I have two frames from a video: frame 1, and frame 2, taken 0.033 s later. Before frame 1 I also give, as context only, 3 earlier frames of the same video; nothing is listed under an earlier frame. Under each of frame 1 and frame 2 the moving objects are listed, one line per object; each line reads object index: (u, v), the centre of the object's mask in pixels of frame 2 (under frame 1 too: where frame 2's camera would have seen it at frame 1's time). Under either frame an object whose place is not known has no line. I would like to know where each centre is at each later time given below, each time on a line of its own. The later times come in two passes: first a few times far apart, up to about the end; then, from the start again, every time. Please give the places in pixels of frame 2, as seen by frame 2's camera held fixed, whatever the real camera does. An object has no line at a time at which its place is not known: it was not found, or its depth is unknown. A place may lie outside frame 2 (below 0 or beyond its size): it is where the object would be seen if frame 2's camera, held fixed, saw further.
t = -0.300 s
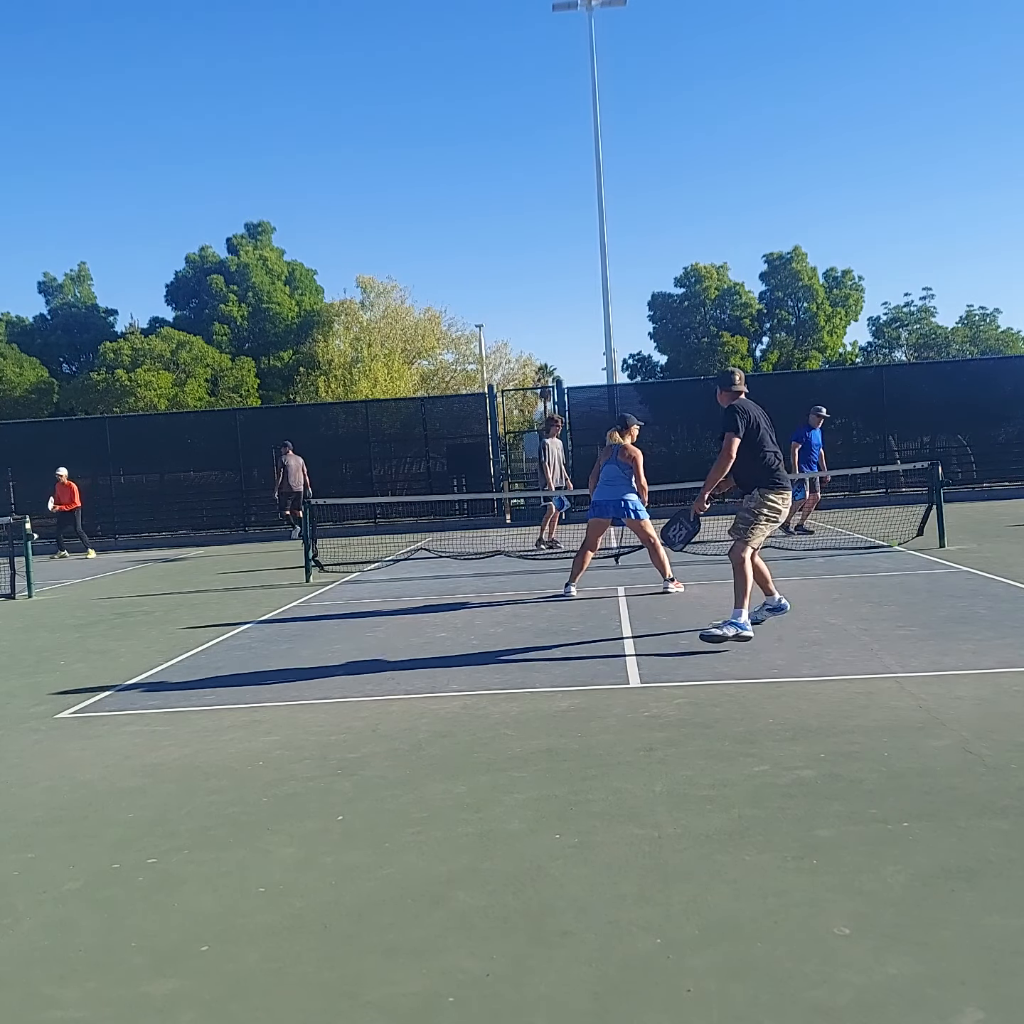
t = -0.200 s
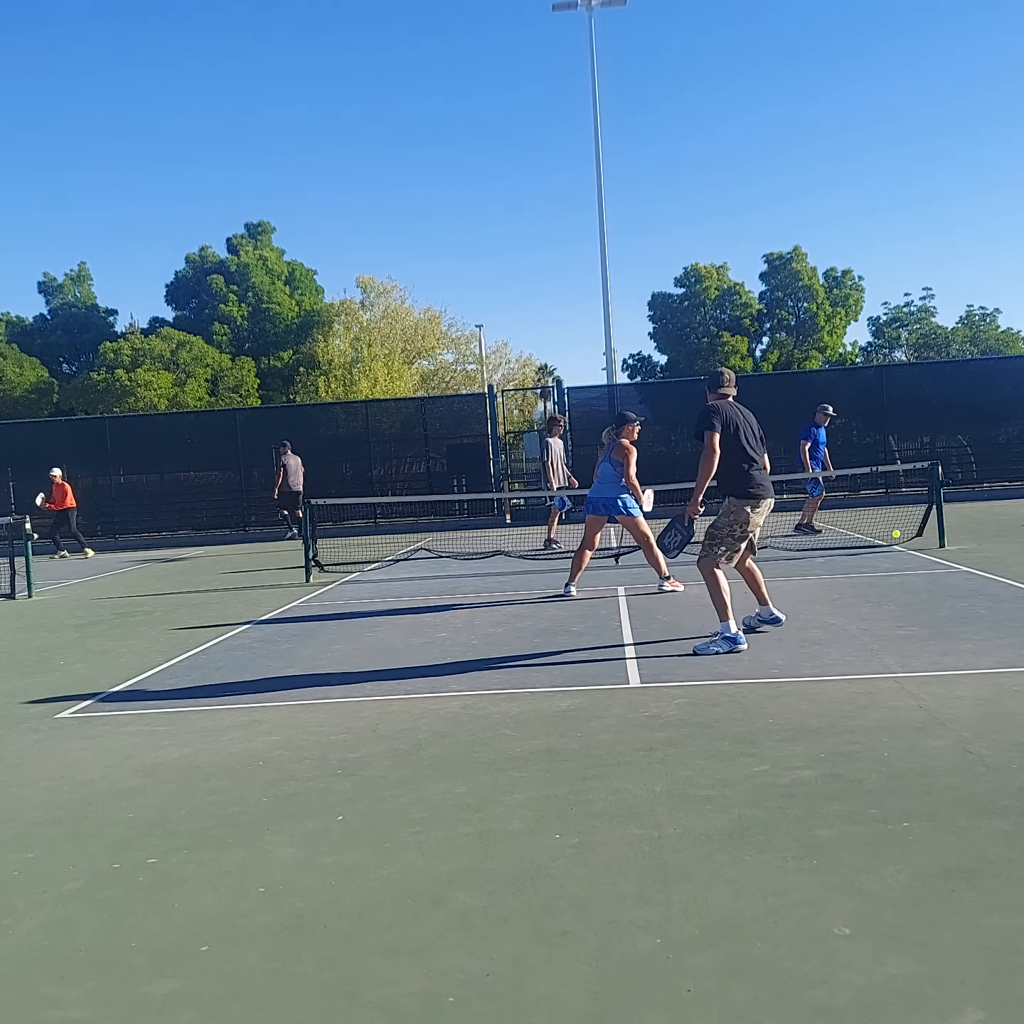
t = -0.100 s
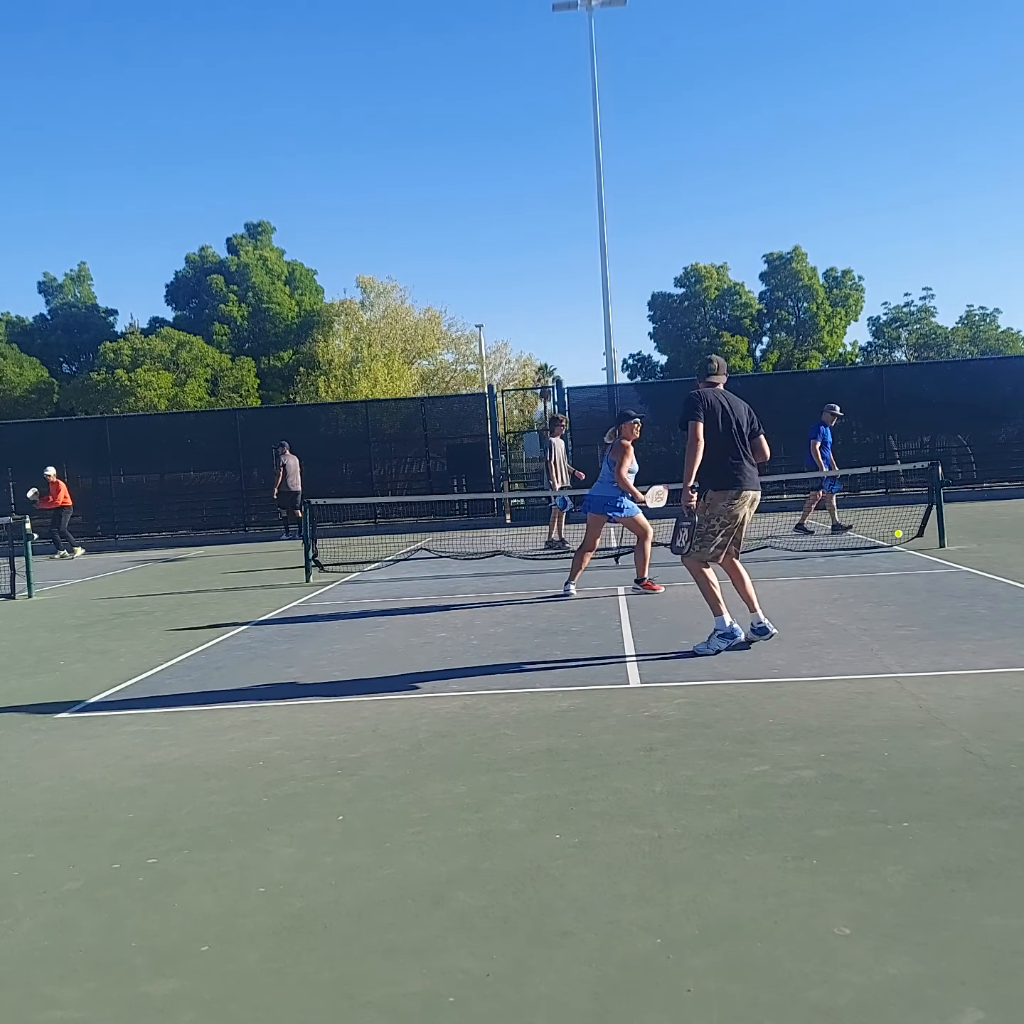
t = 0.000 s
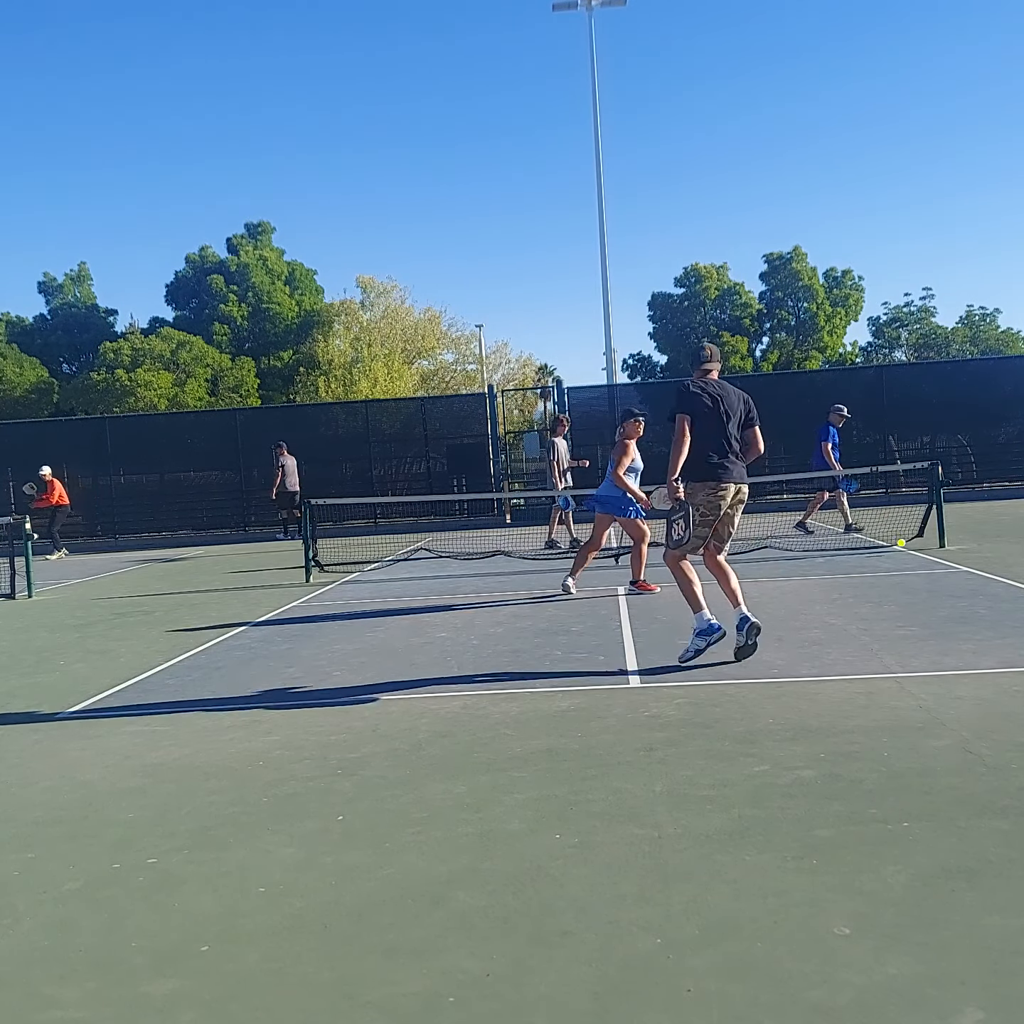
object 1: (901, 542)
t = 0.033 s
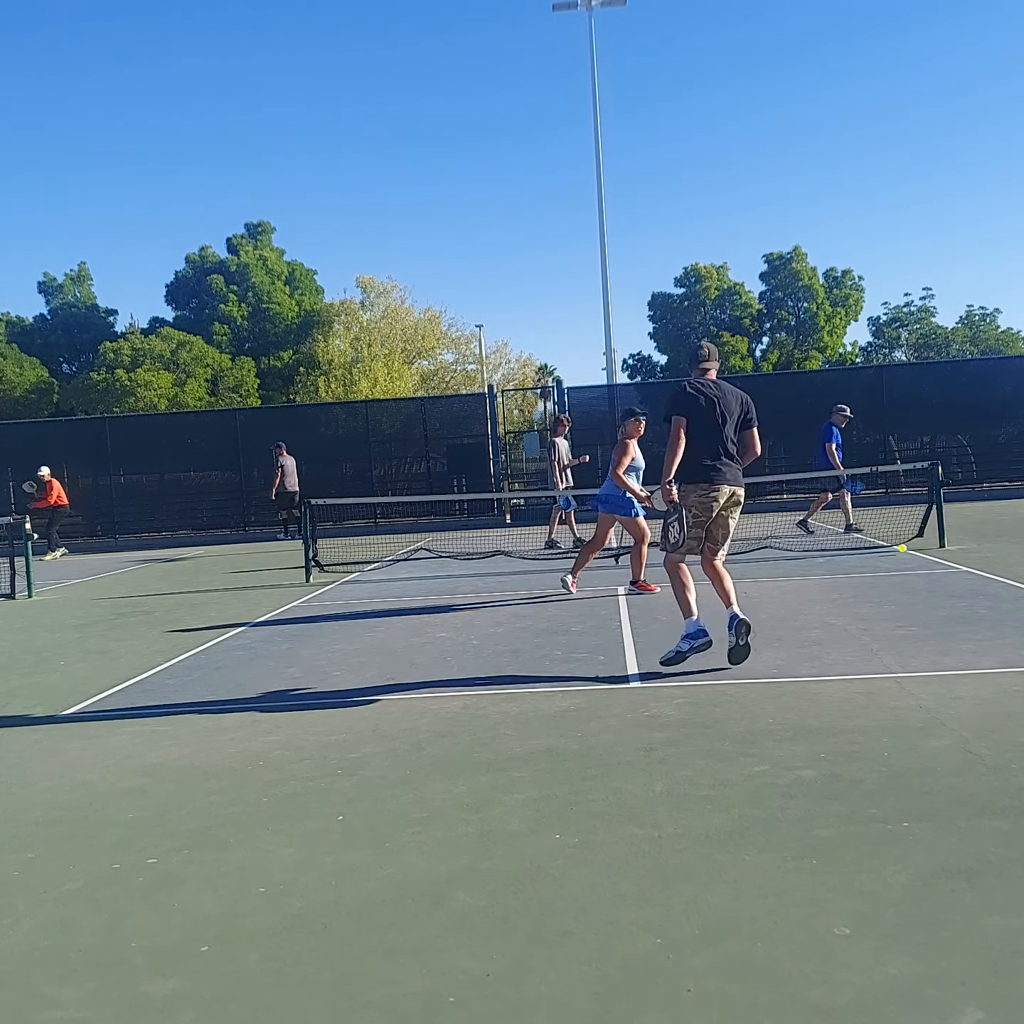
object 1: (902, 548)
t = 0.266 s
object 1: (907, 545)
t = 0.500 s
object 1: (912, 550)
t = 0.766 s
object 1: (919, 556)
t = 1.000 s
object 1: (927, 561)
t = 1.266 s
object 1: (935, 563)
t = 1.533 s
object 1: (944, 566)
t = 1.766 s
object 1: (953, 569)
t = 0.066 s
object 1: (903, 549)
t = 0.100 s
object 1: (903, 546)
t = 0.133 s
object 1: (904, 544)
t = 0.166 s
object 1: (905, 542)
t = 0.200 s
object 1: (905, 542)
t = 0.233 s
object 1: (906, 543)
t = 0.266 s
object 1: (907, 545)
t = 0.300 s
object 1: (908, 548)
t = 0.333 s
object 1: (908, 552)
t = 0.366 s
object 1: (909, 552)
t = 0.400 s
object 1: (910, 550)
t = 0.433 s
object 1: (910, 549)
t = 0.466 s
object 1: (911, 549)
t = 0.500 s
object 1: (912, 550)
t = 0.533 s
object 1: (913, 553)
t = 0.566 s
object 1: (914, 555)
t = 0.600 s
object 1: (914, 554)
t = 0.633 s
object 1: (915, 553)
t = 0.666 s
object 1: (916, 554)
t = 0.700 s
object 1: (917, 556)
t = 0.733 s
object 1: (919, 557)
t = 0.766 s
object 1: (919, 556)
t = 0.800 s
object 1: (920, 557)
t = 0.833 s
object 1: (921, 558)
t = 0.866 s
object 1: (922, 558)
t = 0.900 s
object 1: (923, 559)
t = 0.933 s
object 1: (924, 560)
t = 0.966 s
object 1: (925, 560)
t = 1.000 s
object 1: (927, 561)
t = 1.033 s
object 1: (927, 561)
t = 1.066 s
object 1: (929, 561)
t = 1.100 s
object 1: (930, 561)
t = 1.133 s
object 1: (931, 562)
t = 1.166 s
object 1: (932, 562)
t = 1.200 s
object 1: (933, 563)
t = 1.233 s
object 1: (934, 563)
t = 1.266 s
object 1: (935, 563)
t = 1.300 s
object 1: (937, 564)
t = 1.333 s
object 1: (938, 564)
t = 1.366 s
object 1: (939, 564)
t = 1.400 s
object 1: (940, 565)
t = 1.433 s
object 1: (941, 565)
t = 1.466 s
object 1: (942, 565)
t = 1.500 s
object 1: (943, 566)
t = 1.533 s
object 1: (944, 566)
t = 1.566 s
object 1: (946, 567)
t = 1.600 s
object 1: (947, 567)
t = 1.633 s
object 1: (948, 567)
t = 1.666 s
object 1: (949, 567)
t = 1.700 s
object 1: (950, 568)
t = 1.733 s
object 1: (951, 568)
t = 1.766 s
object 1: (953, 569)
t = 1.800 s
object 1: (954, 569)
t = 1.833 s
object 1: (955, 569)
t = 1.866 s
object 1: (957, 570)
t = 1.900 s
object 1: (958, 570)
